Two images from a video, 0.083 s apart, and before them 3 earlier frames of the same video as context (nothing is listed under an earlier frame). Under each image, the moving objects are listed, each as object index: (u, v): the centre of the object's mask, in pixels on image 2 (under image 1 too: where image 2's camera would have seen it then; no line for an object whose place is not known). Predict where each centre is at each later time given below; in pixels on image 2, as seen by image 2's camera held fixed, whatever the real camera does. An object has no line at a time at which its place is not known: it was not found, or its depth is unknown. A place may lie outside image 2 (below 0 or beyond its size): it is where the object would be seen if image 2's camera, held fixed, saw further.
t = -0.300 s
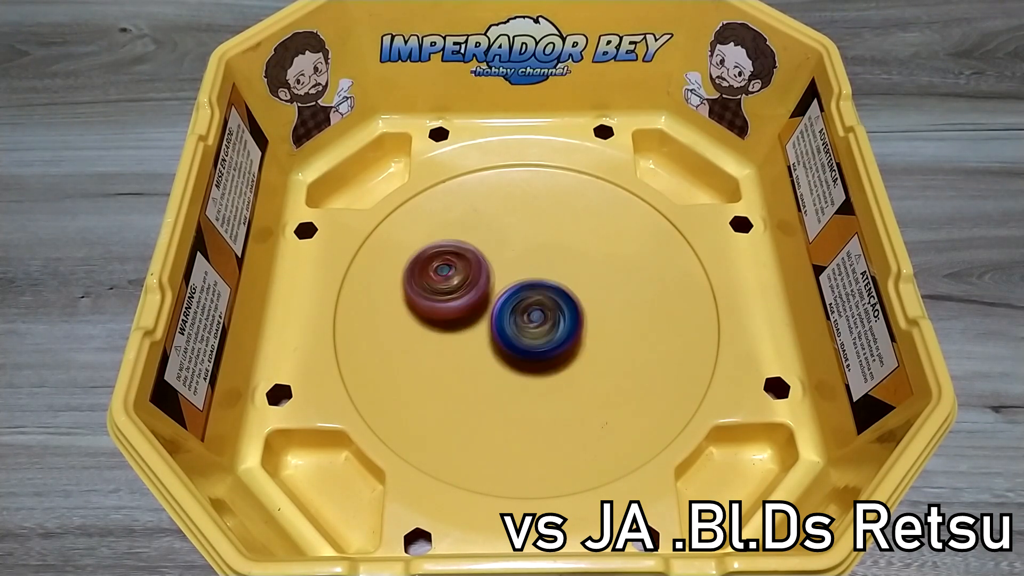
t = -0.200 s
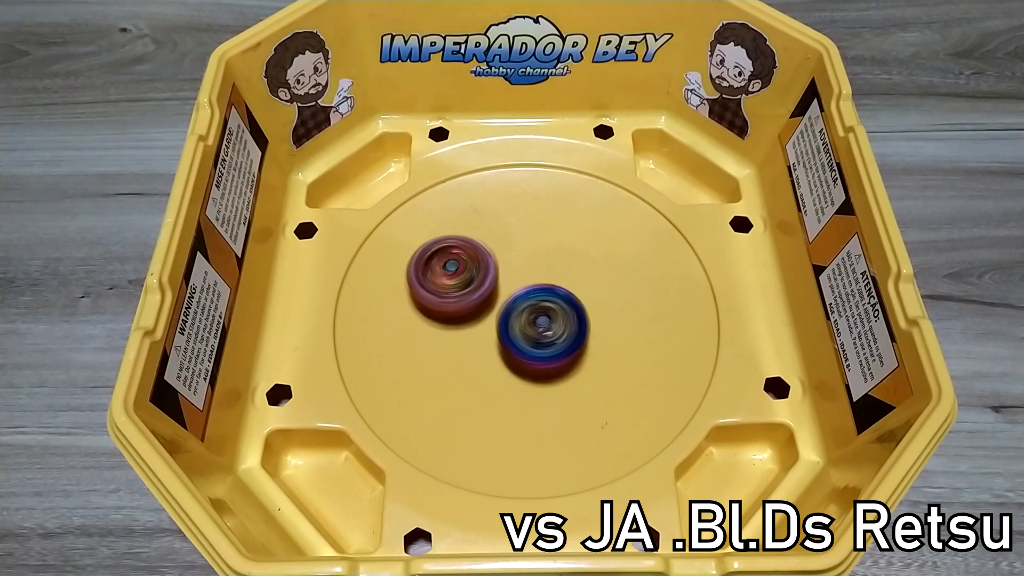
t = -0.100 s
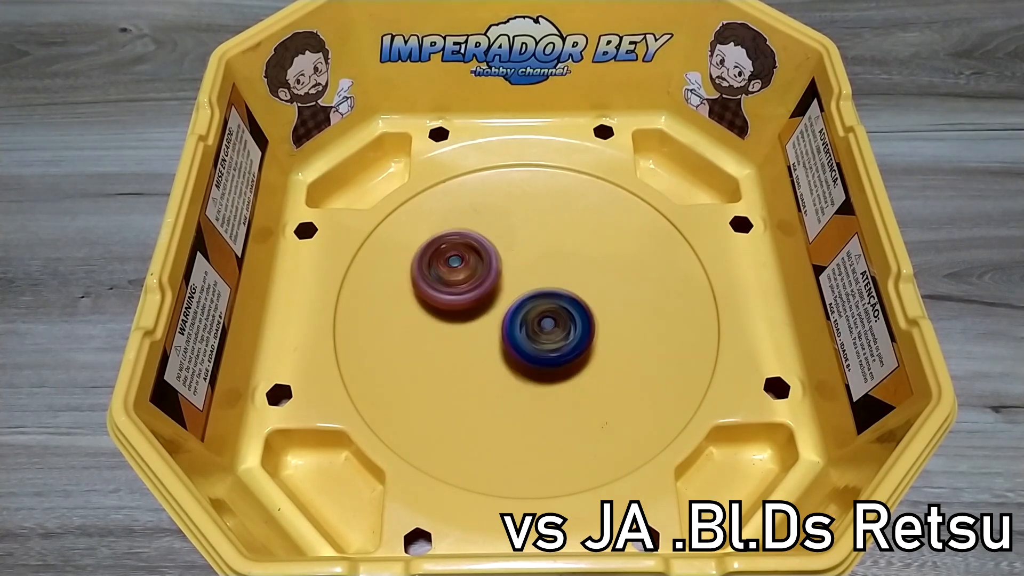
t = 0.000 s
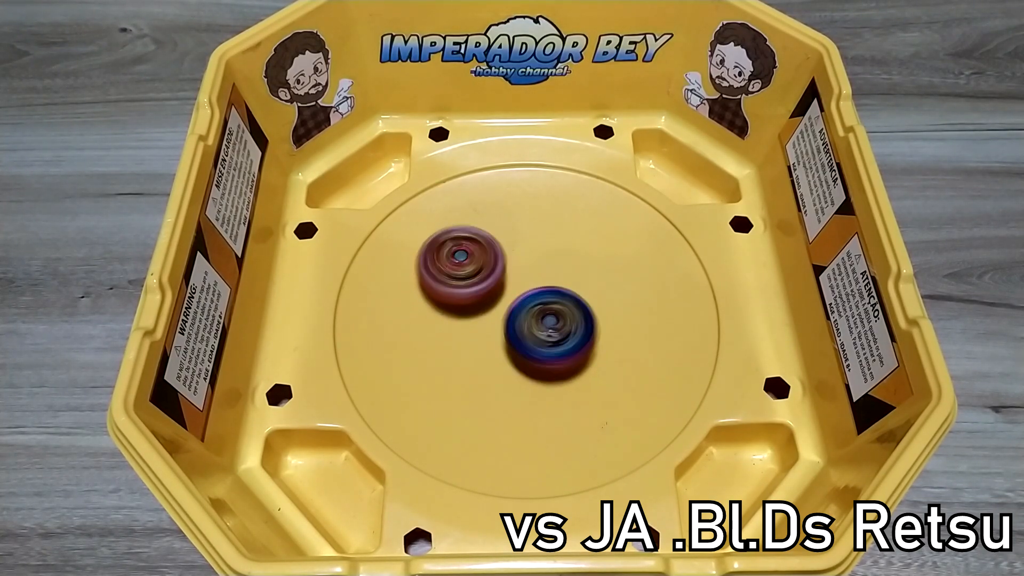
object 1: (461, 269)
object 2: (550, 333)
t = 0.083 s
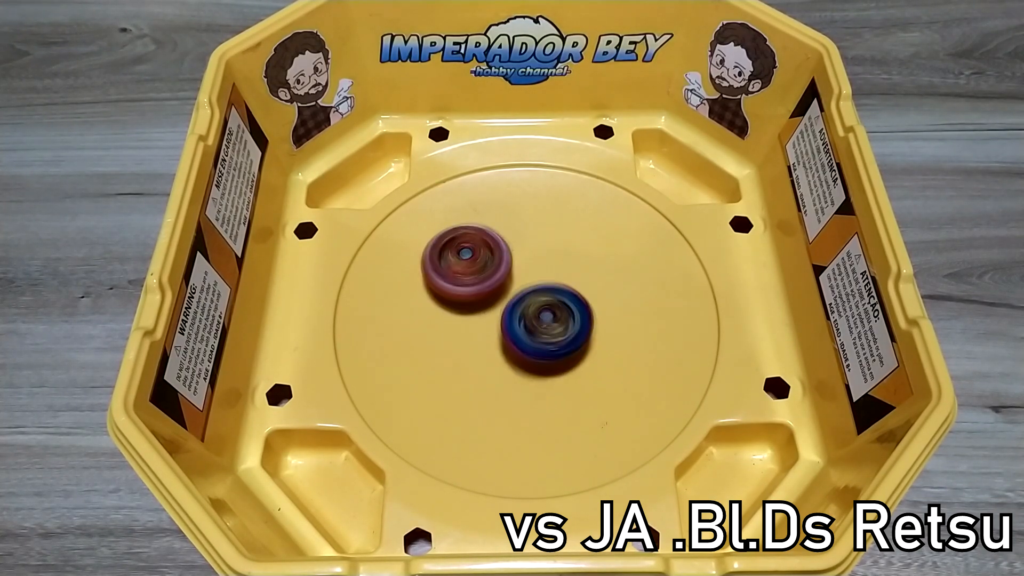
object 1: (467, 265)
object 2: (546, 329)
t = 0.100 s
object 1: (468, 266)
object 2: (546, 328)
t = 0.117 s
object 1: (469, 266)
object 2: (545, 327)
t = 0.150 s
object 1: (470, 262)
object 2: (543, 324)
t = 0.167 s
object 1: (472, 261)
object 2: (542, 323)
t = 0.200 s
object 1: (474, 260)
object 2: (540, 321)
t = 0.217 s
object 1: (474, 260)
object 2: (540, 321)
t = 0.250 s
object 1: (471, 253)
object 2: (542, 328)
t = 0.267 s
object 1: (470, 247)
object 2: (545, 332)
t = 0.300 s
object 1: (469, 243)
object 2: (547, 337)
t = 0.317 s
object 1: (469, 239)
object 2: (548, 339)
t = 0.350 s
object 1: (470, 236)
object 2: (547, 341)
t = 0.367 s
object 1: (471, 235)
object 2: (547, 342)
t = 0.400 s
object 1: (471, 233)
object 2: (548, 343)
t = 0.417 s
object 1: (472, 232)
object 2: (548, 343)
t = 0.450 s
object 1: (473, 231)
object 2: (547, 345)
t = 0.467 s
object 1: (474, 230)
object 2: (546, 346)
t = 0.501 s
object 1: (476, 230)
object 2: (544, 347)
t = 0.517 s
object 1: (477, 230)
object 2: (543, 348)
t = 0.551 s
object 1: (479, 230)
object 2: (539, 348)
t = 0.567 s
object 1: (480, 229)
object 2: (538, 347)
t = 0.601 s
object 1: (482, 229)
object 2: (536, 346)
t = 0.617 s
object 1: (482, 228)
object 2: (535, 346)
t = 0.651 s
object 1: (484, 230)
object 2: (530, 343)
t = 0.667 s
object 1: (488, 231)
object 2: (528, 341)
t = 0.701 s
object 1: (491, 234)
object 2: (526, 338)
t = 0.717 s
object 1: (492, 235)
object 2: (525, 337)
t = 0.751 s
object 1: (497, 238)
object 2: (522, 334)
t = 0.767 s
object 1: (501, 240)
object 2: (521, 331)
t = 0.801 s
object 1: (510, 244)
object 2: (520, 328)
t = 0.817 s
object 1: (511, 246)
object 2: (520, 328)
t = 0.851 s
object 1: (517, 245)
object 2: (521, 331)
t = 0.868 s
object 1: (520, 242)
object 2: (523, 337)
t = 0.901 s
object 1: (526, 240)
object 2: (524, 341)
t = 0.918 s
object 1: (527, 240)
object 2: (524, 342)
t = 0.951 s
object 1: (530, 240)
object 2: (524, 343)
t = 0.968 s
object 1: (534, 237)
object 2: (526, 342)
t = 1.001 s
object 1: (539, 236)
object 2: (529, 342)
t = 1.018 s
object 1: (539, 237)
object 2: (530, 342)
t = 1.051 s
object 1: (540, 237)
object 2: (533, 343)
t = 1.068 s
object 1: (541, 234)
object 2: (535, 344)
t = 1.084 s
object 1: (541, 234)
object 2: (537, 344)
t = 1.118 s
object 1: (542, 237)
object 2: (539, 342)
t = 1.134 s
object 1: (543, 237)
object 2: (540, 341)
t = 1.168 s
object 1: (546, 238)
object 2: (542, 339)
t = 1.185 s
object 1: (548, 239)
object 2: (543, 338)
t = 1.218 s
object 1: (550, 239)
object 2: (544, 335)
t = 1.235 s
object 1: (551, 239)
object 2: (544, 333)
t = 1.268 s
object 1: (551, 240)
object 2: (544, 329)
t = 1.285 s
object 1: (551, 240)
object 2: (545, 328)
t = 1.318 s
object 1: (551, 240)
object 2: (545, 326)
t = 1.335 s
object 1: (551, 240)
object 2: (545, 325)
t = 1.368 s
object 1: (550, 239)
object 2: (544, 329)
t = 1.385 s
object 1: (548, 240)
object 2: (542, 332)
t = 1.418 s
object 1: (547, 239)
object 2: (540, 336)
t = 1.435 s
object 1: (547, 239)
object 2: (540, 337)
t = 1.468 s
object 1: (550, 244)
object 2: (539, 340)
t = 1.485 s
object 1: (550, 245)
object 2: (539, 341)
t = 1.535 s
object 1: (553, 245)
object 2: (537, 342)
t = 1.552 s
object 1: (554, 246)
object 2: (536, 342)
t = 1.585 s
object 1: (553, 249)
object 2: (533, 343)
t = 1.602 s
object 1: (552, 250)
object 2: (532, 344)
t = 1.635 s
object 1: (553, 254)
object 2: (531, 343)
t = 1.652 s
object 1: (554, 256)
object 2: (529, 343)
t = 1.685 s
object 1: (556, 261)
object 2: (525, 342)
